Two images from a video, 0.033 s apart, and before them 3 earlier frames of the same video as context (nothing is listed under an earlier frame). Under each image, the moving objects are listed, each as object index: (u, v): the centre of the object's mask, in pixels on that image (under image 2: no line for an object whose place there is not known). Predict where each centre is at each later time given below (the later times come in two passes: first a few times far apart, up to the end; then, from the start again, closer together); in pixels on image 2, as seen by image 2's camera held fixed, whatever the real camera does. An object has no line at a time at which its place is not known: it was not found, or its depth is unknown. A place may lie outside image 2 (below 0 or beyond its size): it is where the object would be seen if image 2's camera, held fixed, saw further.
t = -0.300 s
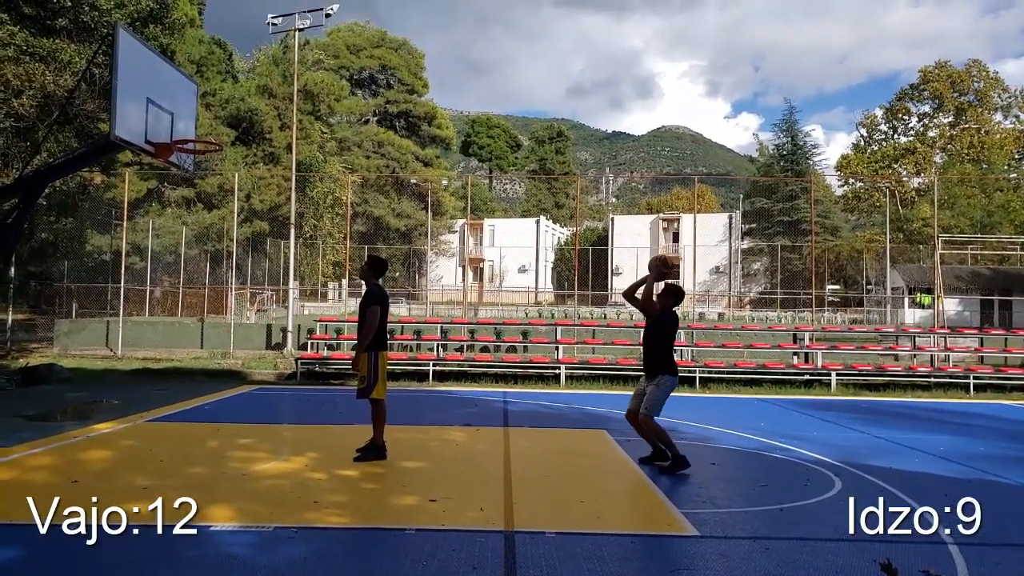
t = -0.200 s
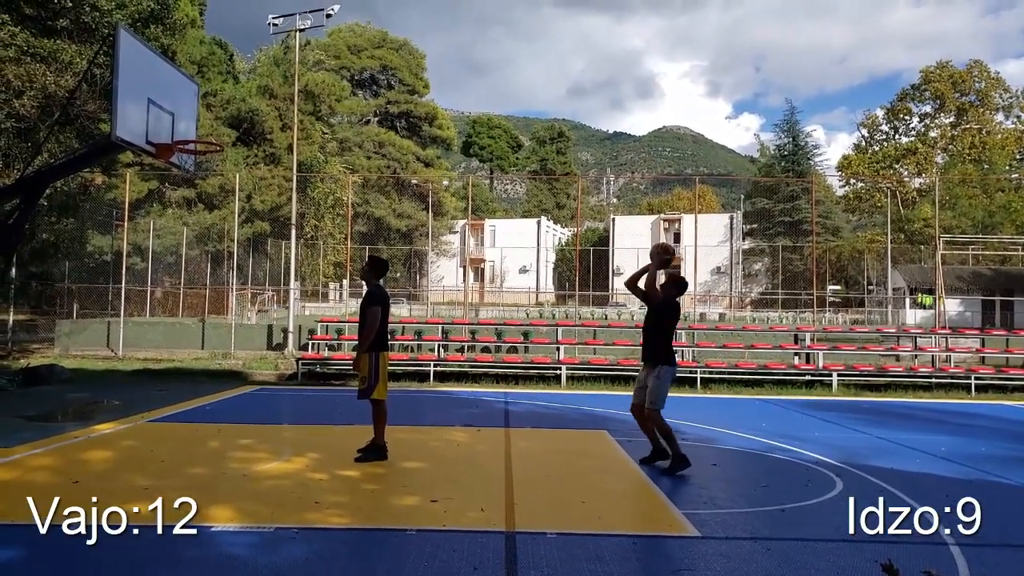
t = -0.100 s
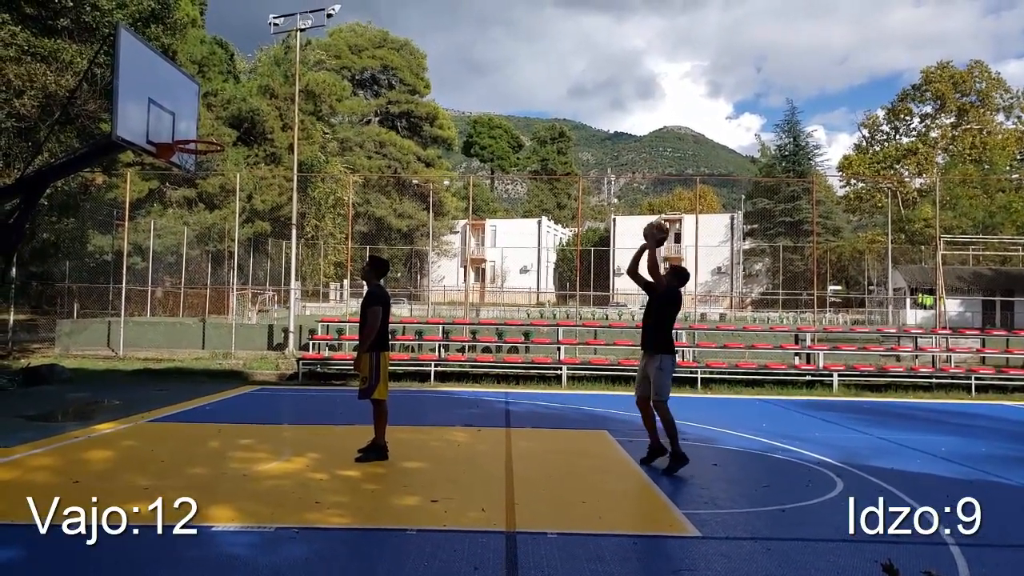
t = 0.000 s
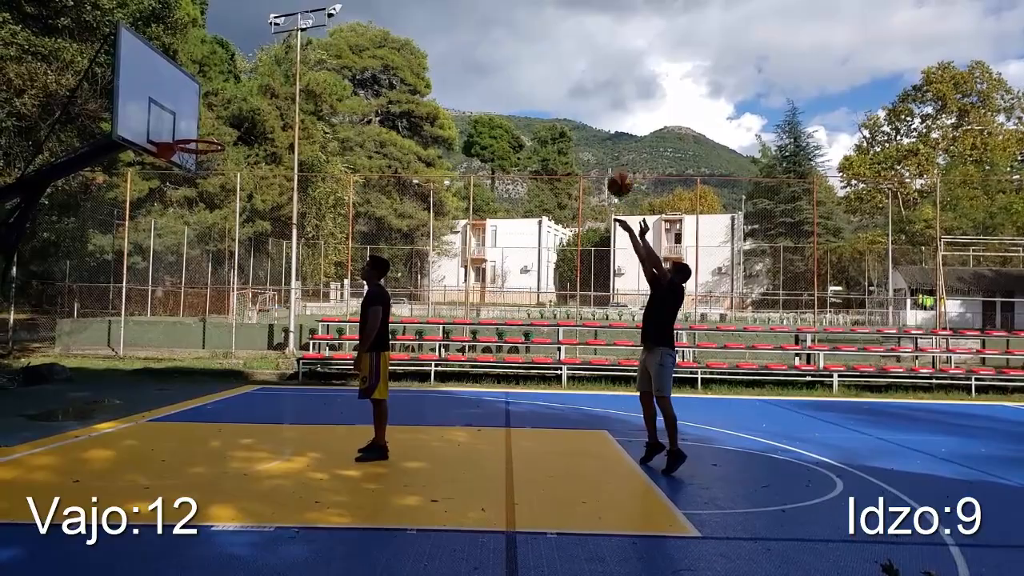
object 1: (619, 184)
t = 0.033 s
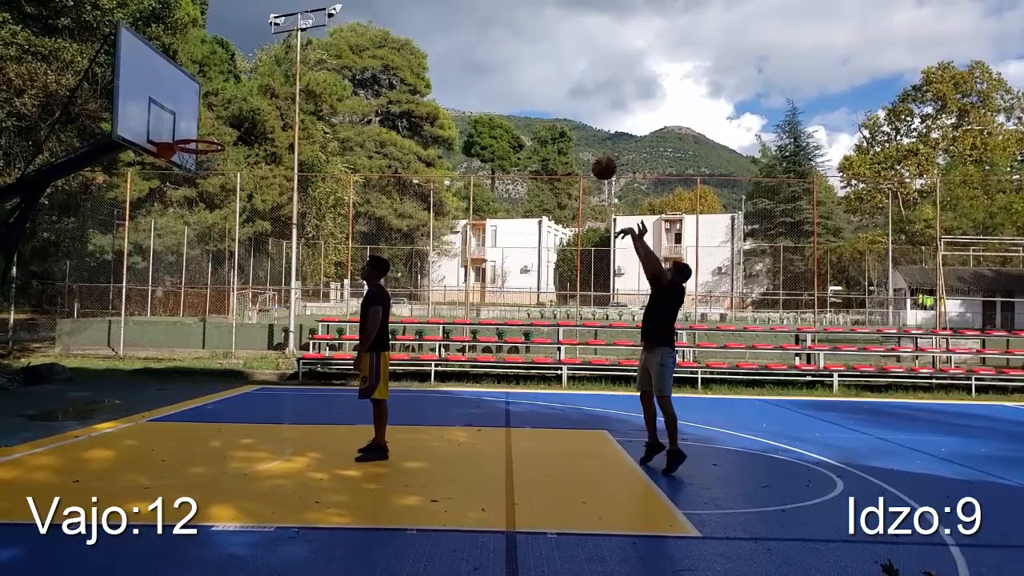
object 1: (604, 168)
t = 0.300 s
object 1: (480, 76)
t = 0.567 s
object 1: (359, 56)
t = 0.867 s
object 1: (224, 118)
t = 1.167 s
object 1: (201, 240)
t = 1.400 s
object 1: (217, 381)
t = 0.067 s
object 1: (588, 152)
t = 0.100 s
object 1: (573, 138)
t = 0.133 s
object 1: (558, 125)
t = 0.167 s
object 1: (542, 112)
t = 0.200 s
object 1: (527, 102)
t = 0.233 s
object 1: (511, 92)
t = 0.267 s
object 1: (496, 83)
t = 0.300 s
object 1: (480, 76)
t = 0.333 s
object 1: (465, 69)
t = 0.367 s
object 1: (450, 64)
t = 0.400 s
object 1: (435, 60)
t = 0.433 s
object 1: (420, 57)
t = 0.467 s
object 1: (405, 55)
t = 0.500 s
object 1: (390, 55)
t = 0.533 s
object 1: (374, 55)
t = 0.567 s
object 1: (359, 56)
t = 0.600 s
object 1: (344, 59)
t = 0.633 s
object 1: (329, 63)
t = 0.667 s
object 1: (314, 67)
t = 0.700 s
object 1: (299, 73)
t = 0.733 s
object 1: (283, 80)
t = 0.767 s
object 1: (268, 88)
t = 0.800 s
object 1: (253, 97)
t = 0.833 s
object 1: (239, 106)
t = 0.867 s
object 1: (224, 118)
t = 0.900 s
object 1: (209, 129)
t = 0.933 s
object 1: (194, 143)
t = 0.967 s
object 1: (186, 156)
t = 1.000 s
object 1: (188, 169)
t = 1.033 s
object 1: (190, 181)
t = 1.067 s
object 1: (192, 194)
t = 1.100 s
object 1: (197, 208)
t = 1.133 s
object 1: (199, 224)
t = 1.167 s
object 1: (201, 240)
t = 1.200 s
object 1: (203, 257)
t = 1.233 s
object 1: (206, 276)
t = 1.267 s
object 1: (208, 295)
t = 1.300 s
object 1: (210, 315)
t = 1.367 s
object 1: (215, 358)
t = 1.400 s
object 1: (217, 381)
